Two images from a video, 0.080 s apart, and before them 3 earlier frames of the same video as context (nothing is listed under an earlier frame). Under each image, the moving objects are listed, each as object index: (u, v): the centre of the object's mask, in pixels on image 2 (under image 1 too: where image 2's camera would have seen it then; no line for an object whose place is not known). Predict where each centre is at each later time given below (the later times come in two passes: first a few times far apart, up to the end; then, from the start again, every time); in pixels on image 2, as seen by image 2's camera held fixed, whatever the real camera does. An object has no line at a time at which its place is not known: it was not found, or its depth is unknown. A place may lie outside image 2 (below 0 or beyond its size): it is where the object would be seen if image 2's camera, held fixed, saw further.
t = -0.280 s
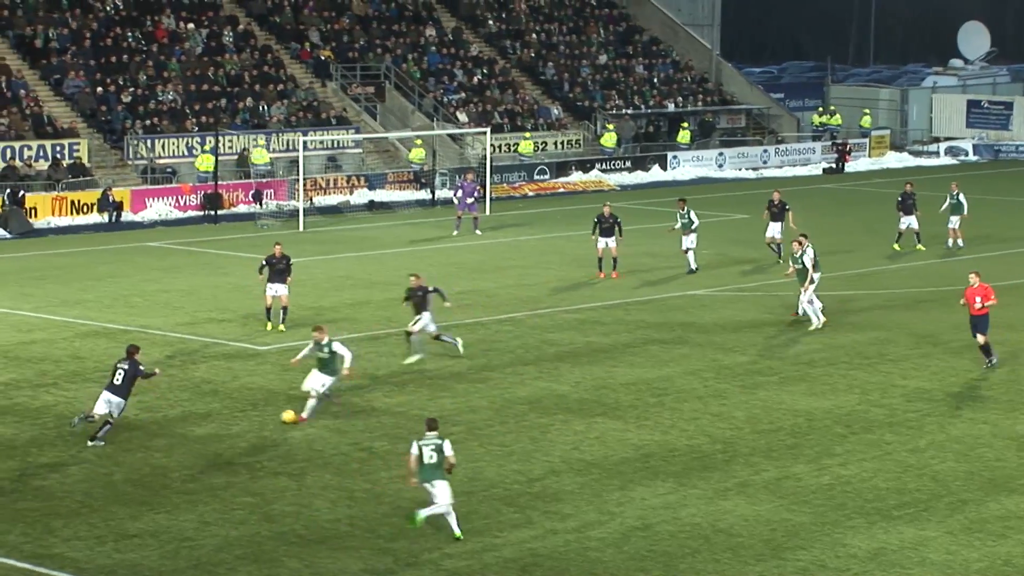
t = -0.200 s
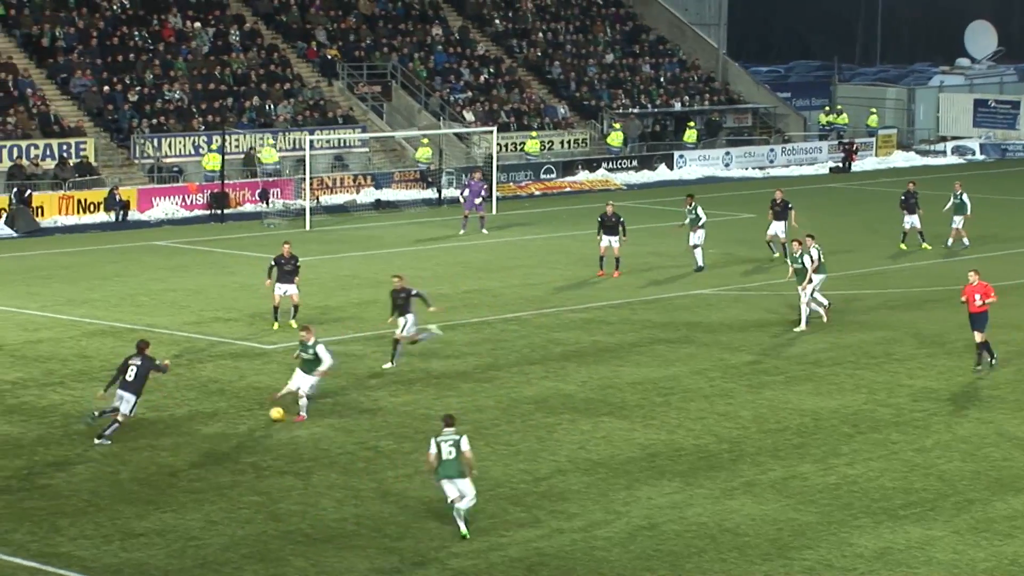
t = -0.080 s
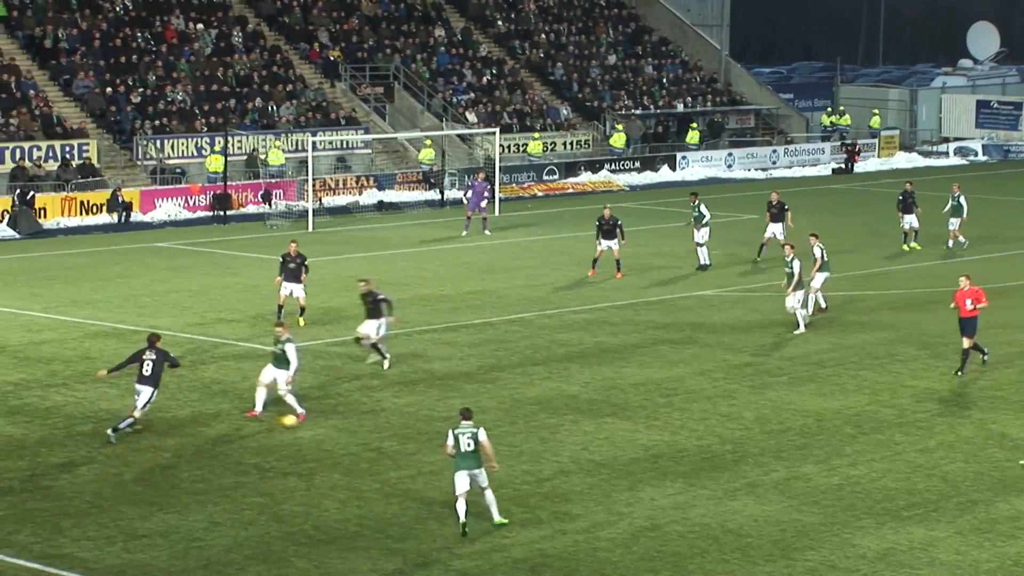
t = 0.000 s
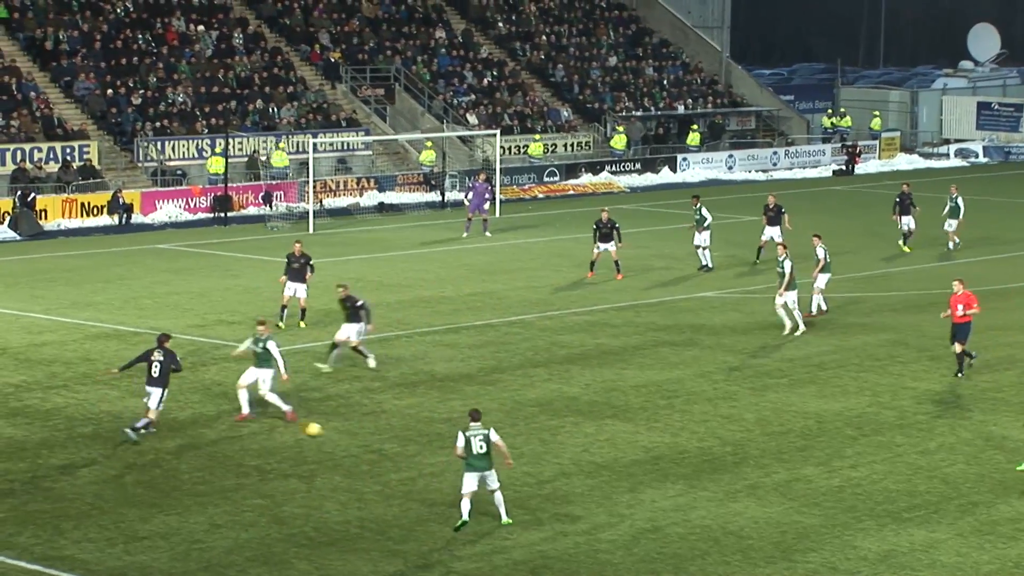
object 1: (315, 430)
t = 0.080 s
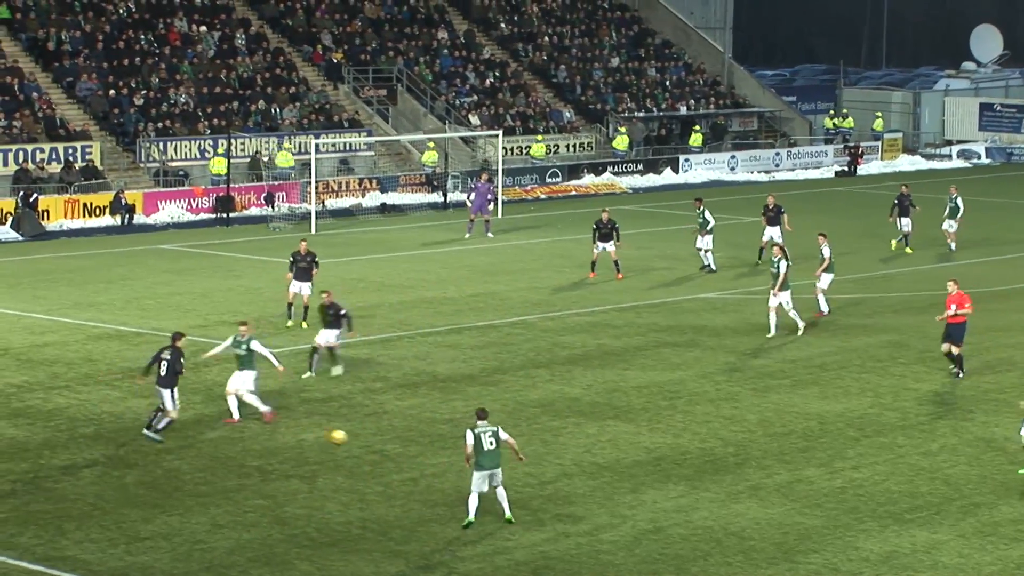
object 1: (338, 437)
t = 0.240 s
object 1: (382, 450)
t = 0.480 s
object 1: (443, 467)
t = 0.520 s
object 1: (452, 469)
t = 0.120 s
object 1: (349, 440)
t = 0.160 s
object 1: (360, 443)
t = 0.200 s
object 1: (372, 447)
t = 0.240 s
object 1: (382, 450)
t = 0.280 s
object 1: (392, 453)
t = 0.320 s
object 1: (403, 456)
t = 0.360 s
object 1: (414, 459)
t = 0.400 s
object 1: (423, 461)
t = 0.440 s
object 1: (433, 464)
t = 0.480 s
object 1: (443, 467)
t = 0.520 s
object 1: (452, 469)
